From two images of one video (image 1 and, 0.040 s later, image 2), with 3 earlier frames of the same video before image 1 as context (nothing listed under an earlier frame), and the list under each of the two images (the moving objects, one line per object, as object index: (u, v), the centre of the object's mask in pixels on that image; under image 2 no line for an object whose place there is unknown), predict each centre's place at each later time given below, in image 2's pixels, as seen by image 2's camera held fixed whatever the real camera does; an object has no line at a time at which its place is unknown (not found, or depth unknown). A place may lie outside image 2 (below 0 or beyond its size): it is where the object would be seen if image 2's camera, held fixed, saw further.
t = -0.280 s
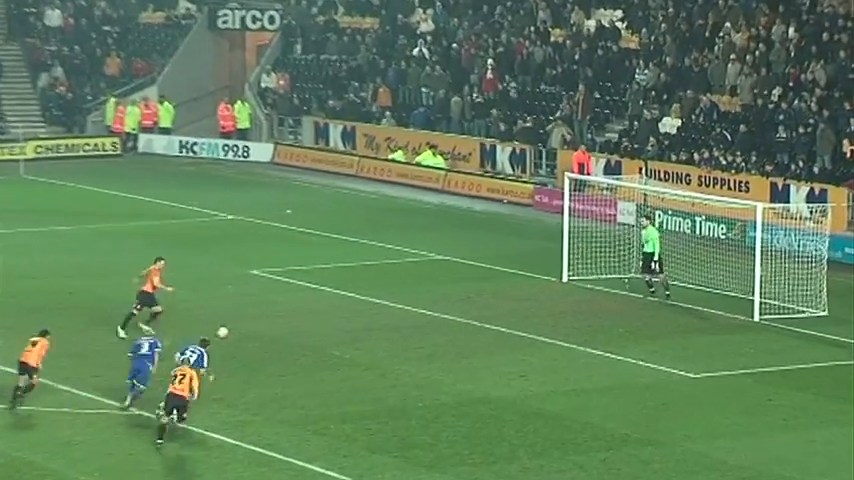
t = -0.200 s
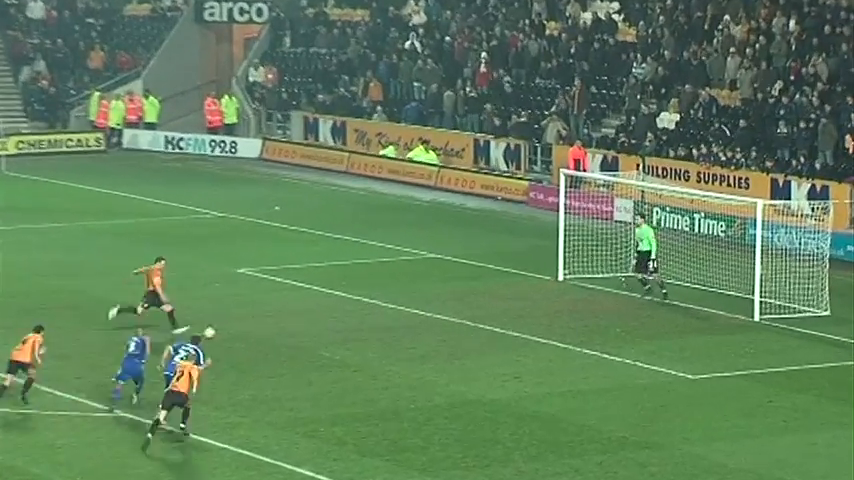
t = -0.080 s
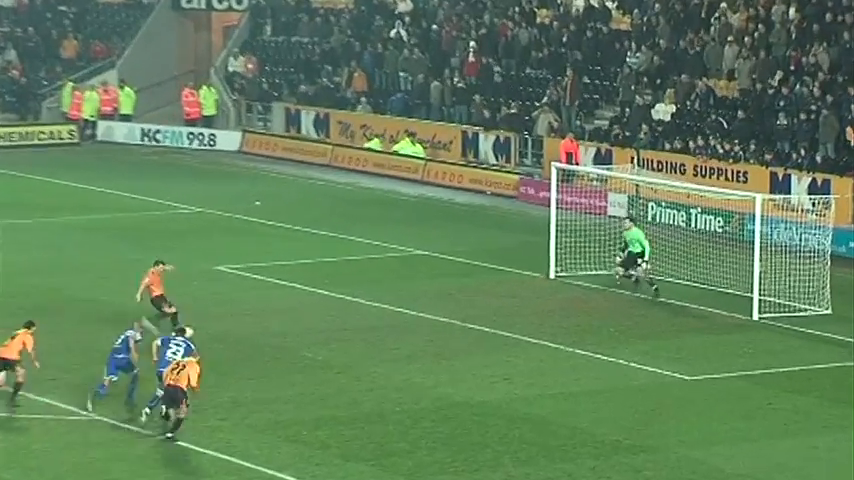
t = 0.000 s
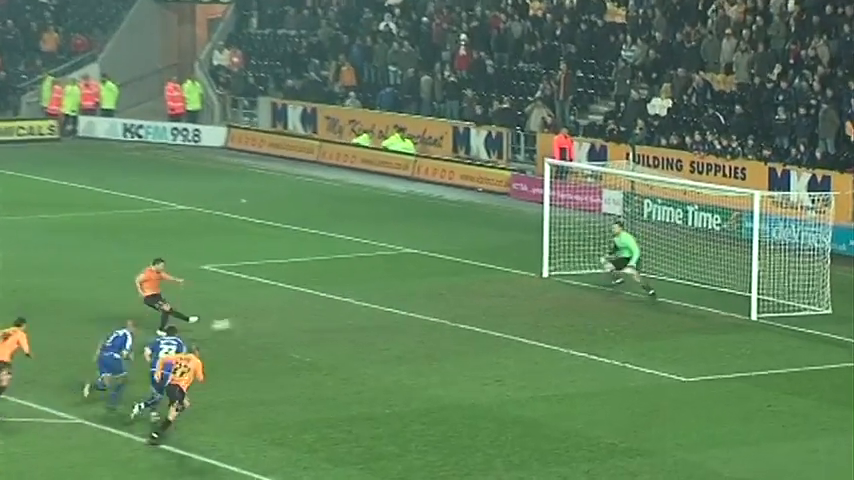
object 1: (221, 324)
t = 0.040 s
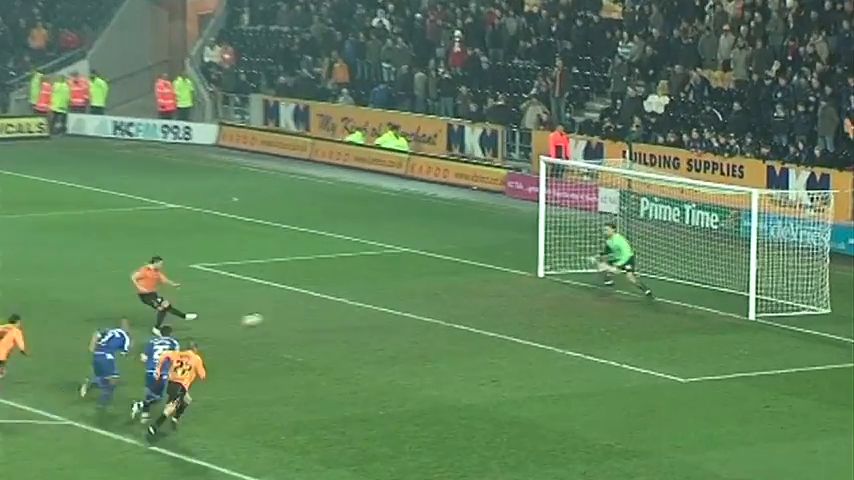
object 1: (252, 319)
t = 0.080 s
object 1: (288, 314)
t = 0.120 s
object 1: (323, 308)
